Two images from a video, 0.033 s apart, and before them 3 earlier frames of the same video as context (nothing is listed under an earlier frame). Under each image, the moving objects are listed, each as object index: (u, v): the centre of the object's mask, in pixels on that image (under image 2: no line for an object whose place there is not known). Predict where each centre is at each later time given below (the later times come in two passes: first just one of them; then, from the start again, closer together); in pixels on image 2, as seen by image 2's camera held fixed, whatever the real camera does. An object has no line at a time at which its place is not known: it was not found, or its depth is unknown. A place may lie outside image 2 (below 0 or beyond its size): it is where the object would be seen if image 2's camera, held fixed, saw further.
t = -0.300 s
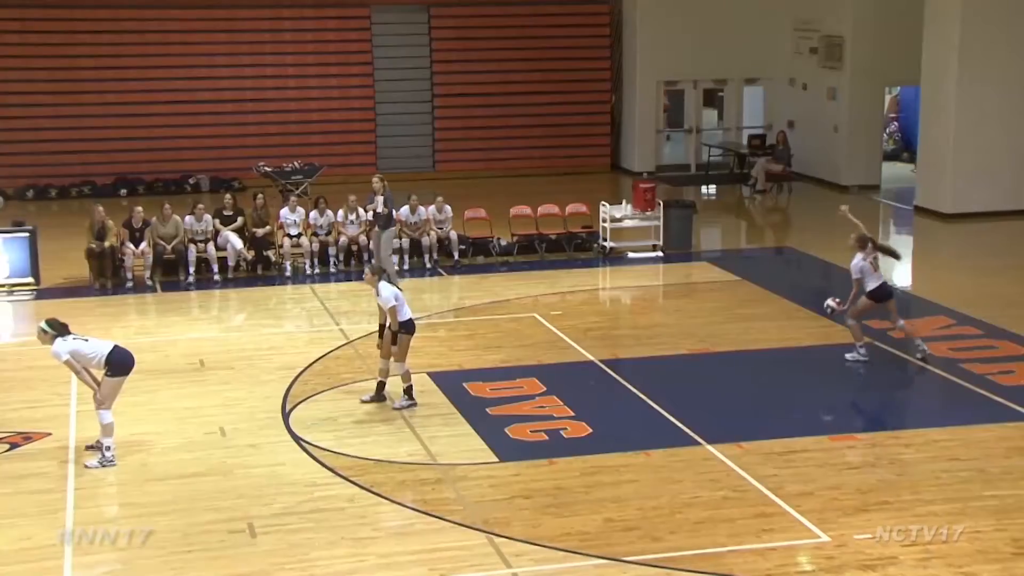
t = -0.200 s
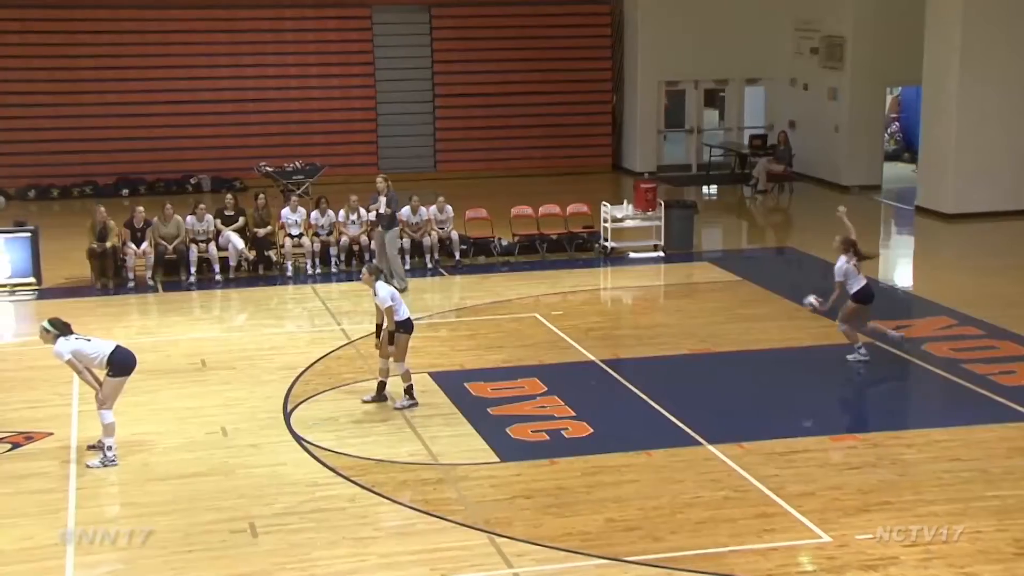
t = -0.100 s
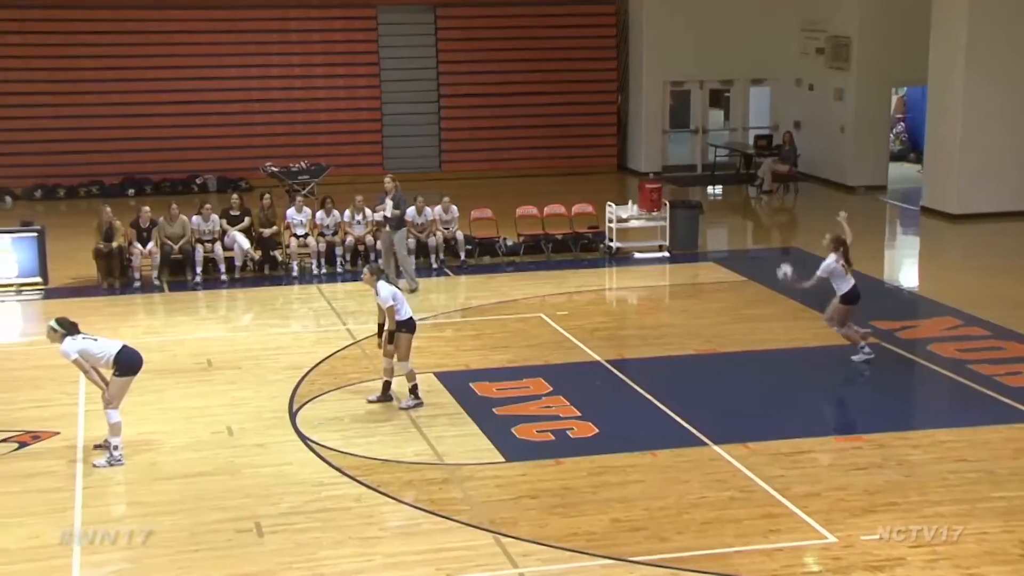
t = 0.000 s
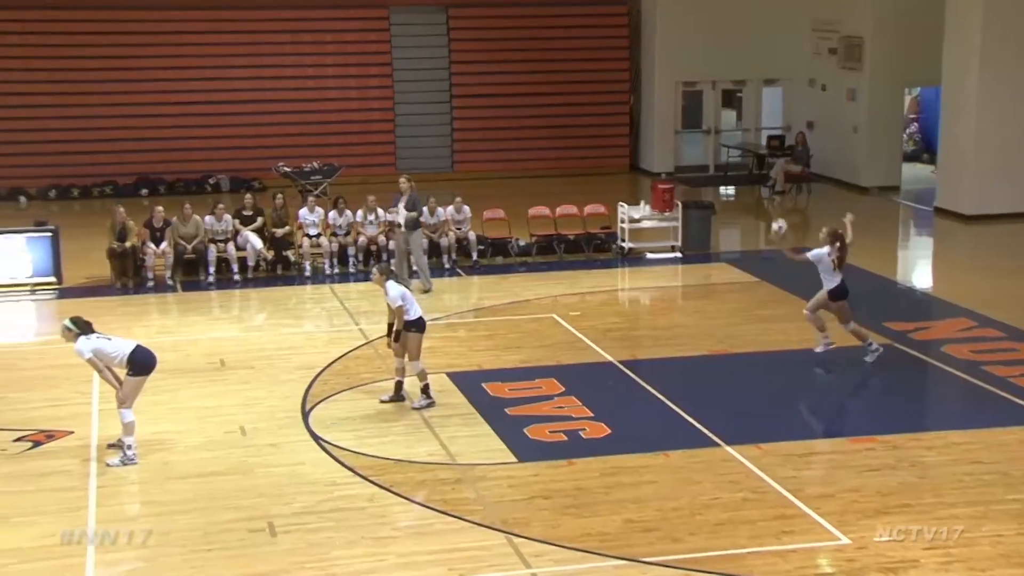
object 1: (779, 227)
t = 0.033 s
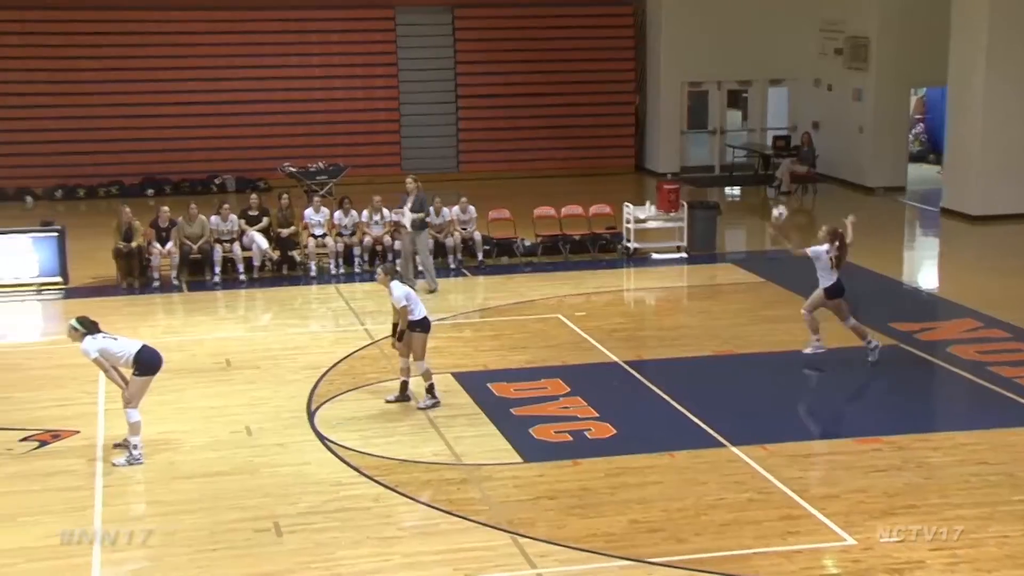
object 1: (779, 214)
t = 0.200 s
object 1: (757, 160)
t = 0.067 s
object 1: (774, 201)
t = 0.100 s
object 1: (770, 189)
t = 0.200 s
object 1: (757, 160)
